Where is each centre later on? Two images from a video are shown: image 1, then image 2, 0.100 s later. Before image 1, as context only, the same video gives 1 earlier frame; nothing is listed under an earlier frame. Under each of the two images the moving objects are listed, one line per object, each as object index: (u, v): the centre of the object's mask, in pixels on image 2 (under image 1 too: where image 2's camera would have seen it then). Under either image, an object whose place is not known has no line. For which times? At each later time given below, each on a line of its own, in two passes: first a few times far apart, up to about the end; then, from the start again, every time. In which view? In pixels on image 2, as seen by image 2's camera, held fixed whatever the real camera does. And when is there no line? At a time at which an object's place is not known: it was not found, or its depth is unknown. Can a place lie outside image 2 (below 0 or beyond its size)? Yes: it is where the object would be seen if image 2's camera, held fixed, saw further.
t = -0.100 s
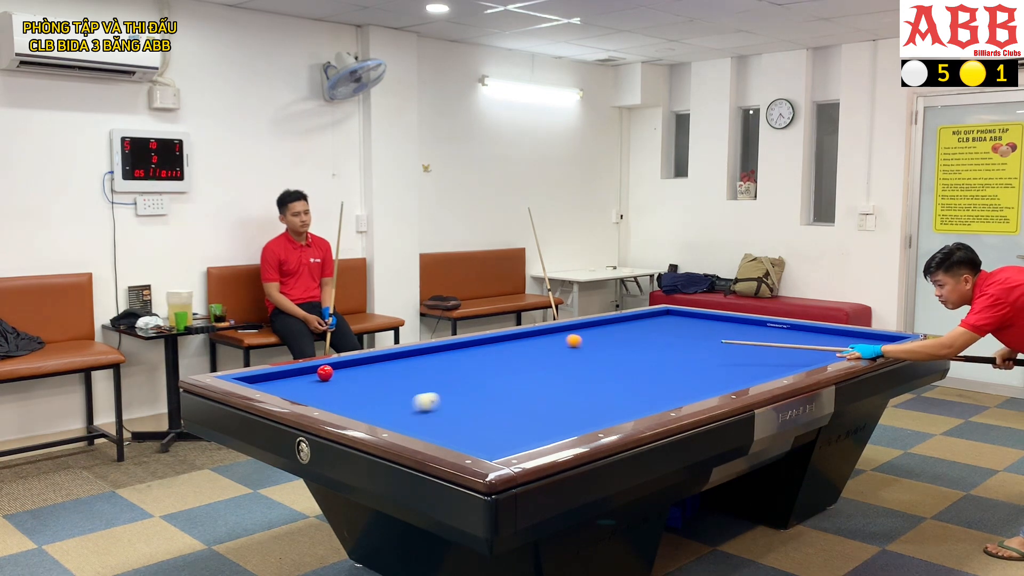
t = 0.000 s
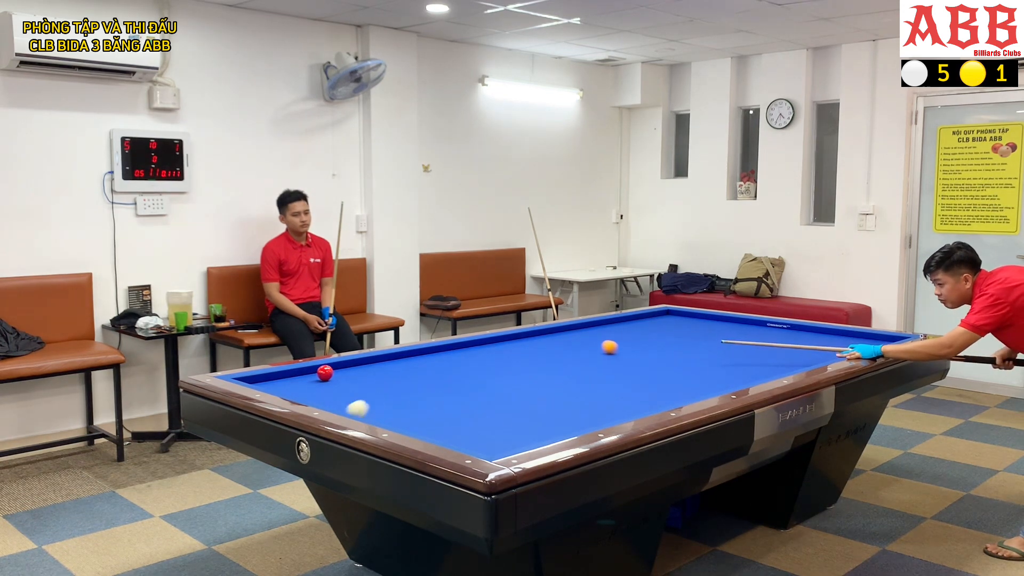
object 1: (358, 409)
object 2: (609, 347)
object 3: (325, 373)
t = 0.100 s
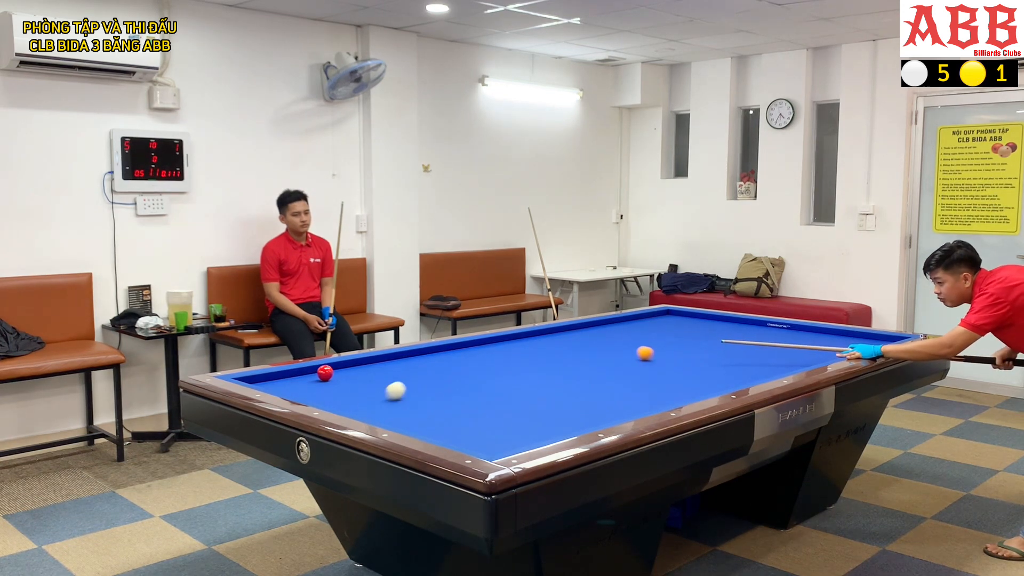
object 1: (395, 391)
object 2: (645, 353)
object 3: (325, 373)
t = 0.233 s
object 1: (432, 371)
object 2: (692, 362)
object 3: (325, 373)
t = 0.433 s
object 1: (467, 349)
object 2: (768, 373)
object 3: (325, 373)
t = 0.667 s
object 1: (528, 339)
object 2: (705, 365)
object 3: (325, 373)
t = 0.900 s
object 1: (602, 336)
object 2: (655, 357)
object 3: (325, 373)
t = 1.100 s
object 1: (662, 333)
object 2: (617, 351)
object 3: (325, 373)
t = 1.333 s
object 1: (729, 329)
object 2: (577, 345)
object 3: (325, 373)
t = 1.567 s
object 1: (792, 326)
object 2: (540, 339)
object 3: (325, 373)
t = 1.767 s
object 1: (810, 334)
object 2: (519, 336)
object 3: (325, 373)
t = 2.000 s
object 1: (832, 344)
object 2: (541, 339)
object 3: (325, 373)
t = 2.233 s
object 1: (843, 352)
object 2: (561, 343)
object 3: (325, 373)
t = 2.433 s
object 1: (801, 355)
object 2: (578, 346)
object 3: (325, 373)
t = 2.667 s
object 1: (753, 356)
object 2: (600, 349)
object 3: (325, 373)
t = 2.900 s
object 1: (704, 358)
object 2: (621, 353)
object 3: (325, 373)
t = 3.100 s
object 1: (663, 360)
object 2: (640, 356)
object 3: (325, 373)
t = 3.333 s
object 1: (614, 361)
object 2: (663, 360)
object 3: (325, 373)
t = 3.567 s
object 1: (565, 363)
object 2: (686, 364)
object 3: (325, 373)
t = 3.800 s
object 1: (515, 365)
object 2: (710, 368)
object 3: (325, 373)
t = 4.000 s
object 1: (473, 367)
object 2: (731, 371)
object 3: (325, 373)
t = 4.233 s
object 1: (422, 369)
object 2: (756, 374)
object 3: (325, 373)
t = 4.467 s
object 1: (372, 371)
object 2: (760, 374)
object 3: (325, 373)
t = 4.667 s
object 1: (340, 372)
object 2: (748, 374)
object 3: (313, 373)
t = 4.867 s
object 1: (329, 372)
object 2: (736, 372)
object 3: (281, 375)
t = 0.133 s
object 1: (406, 386)
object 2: (657, 355)
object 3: (325, 373)
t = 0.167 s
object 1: (415, 380)
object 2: (668, 358)
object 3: (325, 373)
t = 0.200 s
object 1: (424, 376)
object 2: (680, 360)
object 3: (325, 373)
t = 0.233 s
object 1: (432, 371)
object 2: (692, 362)
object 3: (325, 373)
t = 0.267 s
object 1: (439, 367)
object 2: (704, 364)
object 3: (325, 373)
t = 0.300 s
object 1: (446, 363)
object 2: (716, 366)
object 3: (325, 373)
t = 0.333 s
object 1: (452, 359)
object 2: (729, 368)
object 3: (325, 373)
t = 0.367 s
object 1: (458, 356)
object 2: (742, 371)
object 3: (325, 373)
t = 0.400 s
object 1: (463, 352)
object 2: (755, 373)
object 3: (325, 373)
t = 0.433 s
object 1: (467, 349)
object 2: (768, 373)
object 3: (325, 373)
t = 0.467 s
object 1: (471, 346)
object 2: (765, 373)
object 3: (325, 373)
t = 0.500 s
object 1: (475, 344)
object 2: (754, 373)
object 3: (325, 373)
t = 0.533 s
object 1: (479, 341)
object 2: (743, 371)
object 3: (325, 373)
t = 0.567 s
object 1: (492, 341)
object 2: (733, 370)
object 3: (325, 373)
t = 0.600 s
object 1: (504, 340)
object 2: (723, 368)
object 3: (325, 373)
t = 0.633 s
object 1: (516, 340)
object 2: (714, 367)
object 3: (325, 373)
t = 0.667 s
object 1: (528, 339)
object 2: (705, 365)
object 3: (325, 373)
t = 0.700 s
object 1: (539, 339)
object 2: (697, 364)
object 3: (325, 373)
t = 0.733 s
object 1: (550, 338)
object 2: (690, 363)
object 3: (325, 373)
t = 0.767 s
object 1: (561, 338)
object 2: (682, 362)
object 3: (325, 373)
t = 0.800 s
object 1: (571, 337)
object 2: (675, 361)
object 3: (325, 373)
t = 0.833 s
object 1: (582, 337)
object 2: (669, 359)
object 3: (325, 373)
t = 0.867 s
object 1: (592, 336)
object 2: (662, 358)
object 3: (325, 373)
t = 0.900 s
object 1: (602, 336)
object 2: (655, 357)
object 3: (325, 373)
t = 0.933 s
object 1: (613, 335)
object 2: (648, 356)
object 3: (325, 373)
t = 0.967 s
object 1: (623, 335)
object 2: (642, 355)
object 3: (325, 373)
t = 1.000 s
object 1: (633, 334)
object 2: (636, 354)
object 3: (325, 373)
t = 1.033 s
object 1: (643, 334)
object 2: (630, 353)
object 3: (325, 373)
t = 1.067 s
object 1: (653, 333)
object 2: (623, 352)
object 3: (325, 373)
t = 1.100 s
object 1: (662, 333)
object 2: (617, 351)
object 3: (325, 373)
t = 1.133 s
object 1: (672, 332)
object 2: (611, 350)
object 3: (325, 373)
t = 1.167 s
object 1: (682, 332)
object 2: (605, 349)
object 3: (325, 373)
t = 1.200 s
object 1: (691, 331)
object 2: (599, 348)
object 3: (325, 373)
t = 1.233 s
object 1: (701, 331)
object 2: (594, 347)
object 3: (325, 373)
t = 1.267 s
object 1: (710, 330)
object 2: (588, 347)
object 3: (325, 373)
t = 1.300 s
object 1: (720, 330)
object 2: (582, 346)
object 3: (325, 373)
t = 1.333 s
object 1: (729, 329)
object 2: (577, 345)
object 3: (325, 373)
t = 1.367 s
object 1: (738, 329)
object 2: (571, 344)
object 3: (325, 373)
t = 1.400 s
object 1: (747, 328)
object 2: (566, 343)
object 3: (325, 373)
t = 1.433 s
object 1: (756, 328)
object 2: (561, 342)
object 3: (325, 373)
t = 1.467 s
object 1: (766, 327)
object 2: (555, 342)
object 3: (325, 373)
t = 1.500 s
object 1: (774, 327)
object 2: (550, 341)
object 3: (325, 373)
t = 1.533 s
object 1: (784, 326)
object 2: (545, 340)
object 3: (325, 373)
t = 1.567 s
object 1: (792, 326)
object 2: (540, 339)
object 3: (325, 373)
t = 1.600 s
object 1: (798, 327)
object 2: (535, 338)
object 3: (325, 373)
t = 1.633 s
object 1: (800, 328)
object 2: (530, 338)
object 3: (325, 373)
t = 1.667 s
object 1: (802, 329)
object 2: (525, 337)
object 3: (325, 373)
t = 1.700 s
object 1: (804, 331)
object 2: (520, 336)
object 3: (325, 373)
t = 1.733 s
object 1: (807, 333)
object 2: (516, 335)
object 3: (325, 373)
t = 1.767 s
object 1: (810, 334)
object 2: (519, 336)
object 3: (325, 373)
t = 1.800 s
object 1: (812, 336)
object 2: (523, 337)
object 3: (325, 373)
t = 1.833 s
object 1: (816, 337)
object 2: (526, 337)
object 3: (325, 373)
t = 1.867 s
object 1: (819, 338)
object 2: (529, 338)
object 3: (325, 373)
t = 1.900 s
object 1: (822, 340)
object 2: (532, 338)
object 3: (325, 373)
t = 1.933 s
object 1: (825, 341)
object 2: (535, 338)
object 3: (325, 373)
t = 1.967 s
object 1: (829, 343)
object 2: (538, 339)
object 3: (325, 373)
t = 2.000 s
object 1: (832, 344)
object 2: (541, 339)
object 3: (325, 373)
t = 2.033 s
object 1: (835, 346)
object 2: (544, 340)
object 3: (325, 373)
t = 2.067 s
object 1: (839, 347)
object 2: (546, 340)
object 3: (325, 373)
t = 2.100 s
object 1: (842, 349)
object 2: (549, 341)
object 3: (325, 373)
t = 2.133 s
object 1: (846, 350)
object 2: (552, 341)
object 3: (325, 373)
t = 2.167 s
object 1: (849, 351)
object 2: (555, 342)
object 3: (325, 373)
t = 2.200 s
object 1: (851, 351)
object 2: (558, 342)
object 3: (325, 373)
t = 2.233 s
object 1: (843, 352)
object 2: (561, 343)
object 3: (325, 373)
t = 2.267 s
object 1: (836, 353)
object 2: (564, 343)
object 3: (325, 373)
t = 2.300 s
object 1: (829, 354)
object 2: (566, 344)
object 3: (325, 373)
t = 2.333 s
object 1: (822, 354)
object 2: (569, 344)
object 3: (325, 373)
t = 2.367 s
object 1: (815, 354)
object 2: (572, 345)
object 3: (325, 373)
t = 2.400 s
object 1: (808, 355)
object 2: (575, 345)
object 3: (325, 373)
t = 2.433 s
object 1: (801, 355)
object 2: (578, 346)
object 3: (325, 373)
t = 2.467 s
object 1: (794, 355)
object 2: (581, 346)
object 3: (325, 373)
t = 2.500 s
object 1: (788, 355)
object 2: (584, 347)
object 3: (325, 373)
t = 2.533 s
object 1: (781, 356)
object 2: (587, 347)
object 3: (325, 373)
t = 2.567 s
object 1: (774, 356)
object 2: (590, 348)
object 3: (325, 373)
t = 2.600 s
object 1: (767, 356)
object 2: (593, 348)
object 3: (325, 373)
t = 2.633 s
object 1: (760, 356)
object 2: (596, 349)
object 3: (325, 373)
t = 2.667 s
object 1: (753, 356)
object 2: (600, 349)
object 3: (325, 373)
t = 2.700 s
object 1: (746, 357)
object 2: (602, 350)
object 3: (325, 373)
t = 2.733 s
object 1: (739, 357)
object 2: (605, 350)
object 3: (325, 373)
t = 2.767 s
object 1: (732, 357)
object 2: (608, 351)
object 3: (325, 373)
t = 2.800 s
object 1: (725, 358)
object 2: (611, 351)
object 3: (325, 373)
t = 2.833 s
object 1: (718, 358)
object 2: (615, 352)
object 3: (325, 373)
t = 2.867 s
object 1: (711, 358)
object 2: (618, 352)
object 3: (325, 373)
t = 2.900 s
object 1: (704, 358)
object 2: (621, 353)
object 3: (325, 373)
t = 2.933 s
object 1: (697, 358)
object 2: (624, 353)
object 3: (325, 373)
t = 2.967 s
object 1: (690, 359)
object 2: (627, 354)
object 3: (325, 373)
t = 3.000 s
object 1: (683, 359)
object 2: (631, 354)
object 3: (325, 373)
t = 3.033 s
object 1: (677, 359)
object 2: (634, 355)
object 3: (325, 373)
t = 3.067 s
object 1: (669, 359)
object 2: (637, 356)
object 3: (325, 373)
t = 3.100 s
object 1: (663, 360)
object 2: (640, 356)
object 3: (325, 373)
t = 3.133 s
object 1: (656, 360)
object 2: (642, 356)
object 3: (325, 373)
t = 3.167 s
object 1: (648, 360)
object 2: (644, 353)
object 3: (325, 373)
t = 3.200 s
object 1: (641, 360)
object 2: (652, 357)
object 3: (325, 373)
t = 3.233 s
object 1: (635, 360)
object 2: (653, 358)
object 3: (325, 373)
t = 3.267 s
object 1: (627, 361)
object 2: (656, 359)
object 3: (325, 373)
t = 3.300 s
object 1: (621, 361)
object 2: (660, 359)
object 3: (325, 373)
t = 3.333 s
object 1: (614, 361)
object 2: (663, 360)
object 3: (325, 373)
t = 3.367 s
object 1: (607, 361)
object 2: (666, 360)
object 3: (325, 373)
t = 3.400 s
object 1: (600, 362)
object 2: (670, 361)
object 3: (325, 373)
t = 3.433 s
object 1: (593, 362)
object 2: (673, 361)
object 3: (325, 373)
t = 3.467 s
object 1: (586, 362)
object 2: (676, 362)
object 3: (325, 373)
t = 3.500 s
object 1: (579, 363)
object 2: (680, 363)
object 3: (325, 373)
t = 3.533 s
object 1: (572, 363)
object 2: (683, 363)
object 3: (325, 373)
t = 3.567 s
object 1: (565, 363)
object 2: (686, 364)
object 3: (325, 373)
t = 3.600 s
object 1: (557, 363)
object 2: (690, 364)
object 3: (325, 373)
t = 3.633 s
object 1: (551, 363)
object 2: (693, 365)
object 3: (325, 373)
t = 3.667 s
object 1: (544, 364)
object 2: (697, 365)
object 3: (325, 373)
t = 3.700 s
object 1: (537, 364)
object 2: (700, 366)
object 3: (325, 373)
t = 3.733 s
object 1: (530, 364)
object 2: (703, 366)
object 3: (325, 373)
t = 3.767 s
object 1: (522, 365)
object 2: (707, 367)
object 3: (325, 373)
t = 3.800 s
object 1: (515, 365)
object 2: (710, 368)
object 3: (325, 373)
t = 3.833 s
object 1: (508, 365)
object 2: (714, 368)
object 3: (325, 373)
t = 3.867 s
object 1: (501, 366)
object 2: (718, 369)
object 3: (325, 373)
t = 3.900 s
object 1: (494, 366)
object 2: (721, 369)
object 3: (325, 373)
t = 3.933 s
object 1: (487, 366)
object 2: (724, 370)
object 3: (325, 373)
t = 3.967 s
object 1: (480, 366)
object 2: (728, 370)
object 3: (325, 373)
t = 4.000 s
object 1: (473, 367)
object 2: (731, 371)
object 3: (325, 373)
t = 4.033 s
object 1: (466, 367)
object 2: (735, 372)
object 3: (325, 373)
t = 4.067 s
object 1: (458, 367)
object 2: (739, 372)
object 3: (325, 373)
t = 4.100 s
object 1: (451, 367)
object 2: (742, 373)
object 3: (325, 373)
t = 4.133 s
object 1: (444, 368)
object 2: (746, 373)
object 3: (325, 373)
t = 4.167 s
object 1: (437, 368)
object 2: (749, 374)
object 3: (325, 373)
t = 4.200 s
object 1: (430, 368)
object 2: (753, 374)
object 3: (325, 373)
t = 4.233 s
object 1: (422, 369)
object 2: (756, 374)
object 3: (325, 373)
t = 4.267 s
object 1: (415, 369)
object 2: (760, 374)
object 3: (325, 373)
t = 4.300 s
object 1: (408, 369)
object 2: (763, 374)
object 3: (325, 373)
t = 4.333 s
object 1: (401, 370)
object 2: (767, 375)
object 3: (325, 373)
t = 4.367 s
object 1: (393, 370)
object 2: (767, 374)
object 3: (325, 373)
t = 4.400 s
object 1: (386, 370)
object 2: (764, 374)
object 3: (325, 373)
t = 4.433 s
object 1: (379, 371)
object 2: (762, 374)
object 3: (325, 373)
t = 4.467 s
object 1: (372, 371)
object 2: (760, 374)
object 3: (325, 373)
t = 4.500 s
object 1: (364, 371)
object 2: (758, 374)
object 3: (325, 373)
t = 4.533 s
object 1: (357, 371)
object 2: (756, 374)
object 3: (325, 373)
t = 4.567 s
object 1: (349, 372)
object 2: (754, 374)
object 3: (325, 373)
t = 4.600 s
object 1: (342, 372)
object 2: (752, 374)
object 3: (325, 373)
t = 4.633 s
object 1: (341, 372)
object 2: (750, 374)
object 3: (319, 373)
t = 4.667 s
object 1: (340, 372)
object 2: (748, 374)
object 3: (313, 373)
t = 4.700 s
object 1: (338, 372)
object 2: (746, 373)
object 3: (306, 374)
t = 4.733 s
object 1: (336, 372)
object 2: (744, 373)
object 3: (301, 374)
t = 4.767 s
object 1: (335, 372)
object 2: (742, 373)
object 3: (296, 374)
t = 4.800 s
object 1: (333, 372)
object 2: (740, 372)
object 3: (291, 375)
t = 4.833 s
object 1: (331, 372)
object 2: (739, 372)
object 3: (286, 375)
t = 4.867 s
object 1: (329, 372)
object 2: (736, 372)
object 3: (281, 375)
